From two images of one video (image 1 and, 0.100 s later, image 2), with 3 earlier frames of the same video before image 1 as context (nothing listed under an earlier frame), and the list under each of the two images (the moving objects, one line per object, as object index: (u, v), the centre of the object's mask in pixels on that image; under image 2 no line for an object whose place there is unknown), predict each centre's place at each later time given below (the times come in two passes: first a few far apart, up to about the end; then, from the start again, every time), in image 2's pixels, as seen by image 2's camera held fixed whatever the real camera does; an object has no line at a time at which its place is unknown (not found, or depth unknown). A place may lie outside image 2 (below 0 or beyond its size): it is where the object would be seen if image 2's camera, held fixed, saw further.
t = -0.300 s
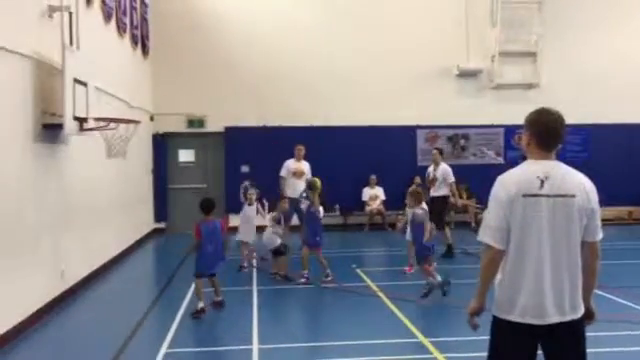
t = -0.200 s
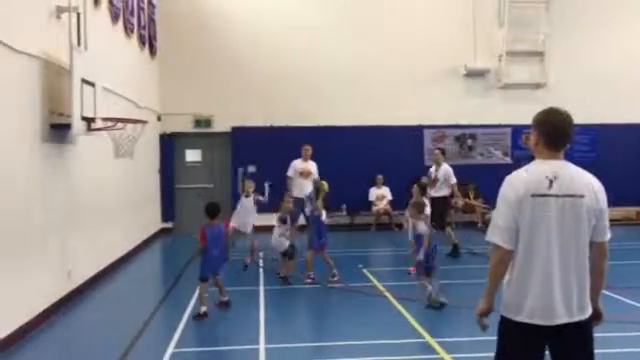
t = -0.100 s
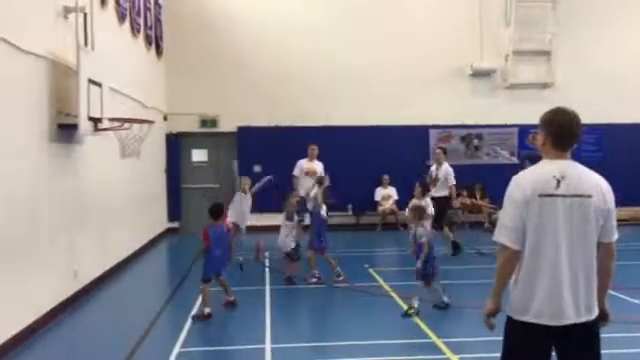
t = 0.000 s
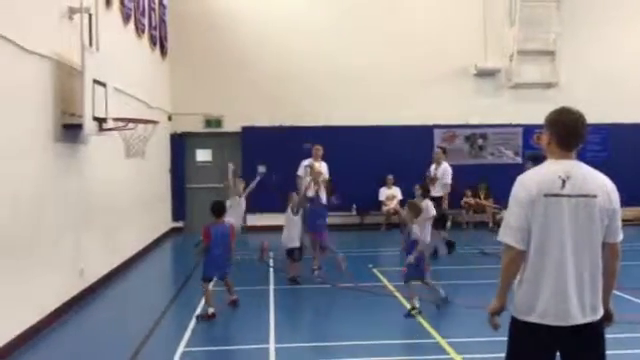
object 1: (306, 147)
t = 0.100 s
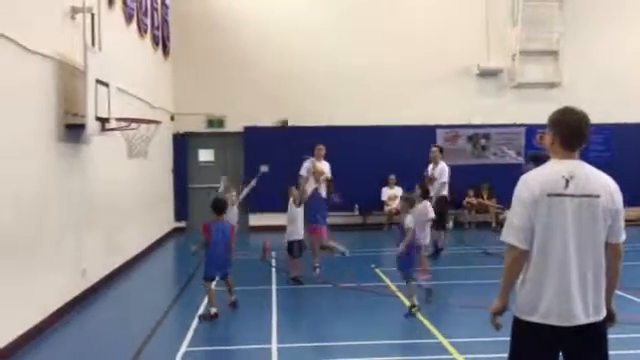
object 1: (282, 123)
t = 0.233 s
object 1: (245, 96)
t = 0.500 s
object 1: (164, 86)
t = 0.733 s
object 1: (100, 128)
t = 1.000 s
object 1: (130, 231)
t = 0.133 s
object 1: (273, 116)
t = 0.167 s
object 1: (263, 108)
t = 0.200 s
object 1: (253, 102)
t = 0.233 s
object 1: (245, 96)
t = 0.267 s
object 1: (234, 92)
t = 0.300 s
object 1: (224, 88)
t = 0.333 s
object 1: (214, 85)
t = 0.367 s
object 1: (204, 83)
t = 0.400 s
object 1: (194, 82)
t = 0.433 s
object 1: (185, 82)
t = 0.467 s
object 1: (174, 83)
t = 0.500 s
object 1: (164, 86)
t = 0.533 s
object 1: (152, 88)
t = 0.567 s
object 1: (141, 92)
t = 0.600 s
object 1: (129, 97)
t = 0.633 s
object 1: (119, 104)
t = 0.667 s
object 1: (106, 113)
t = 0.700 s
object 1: (96, 120)
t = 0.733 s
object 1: (100, 128)
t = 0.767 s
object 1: (103, 136)
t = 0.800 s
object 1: (107, 146)
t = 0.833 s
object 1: (111, 158)
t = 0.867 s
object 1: (114, 170)
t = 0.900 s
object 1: (118, 183)
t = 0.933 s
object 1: (122, 199)
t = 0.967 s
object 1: (126, 214)
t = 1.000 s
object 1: (130, 231)
